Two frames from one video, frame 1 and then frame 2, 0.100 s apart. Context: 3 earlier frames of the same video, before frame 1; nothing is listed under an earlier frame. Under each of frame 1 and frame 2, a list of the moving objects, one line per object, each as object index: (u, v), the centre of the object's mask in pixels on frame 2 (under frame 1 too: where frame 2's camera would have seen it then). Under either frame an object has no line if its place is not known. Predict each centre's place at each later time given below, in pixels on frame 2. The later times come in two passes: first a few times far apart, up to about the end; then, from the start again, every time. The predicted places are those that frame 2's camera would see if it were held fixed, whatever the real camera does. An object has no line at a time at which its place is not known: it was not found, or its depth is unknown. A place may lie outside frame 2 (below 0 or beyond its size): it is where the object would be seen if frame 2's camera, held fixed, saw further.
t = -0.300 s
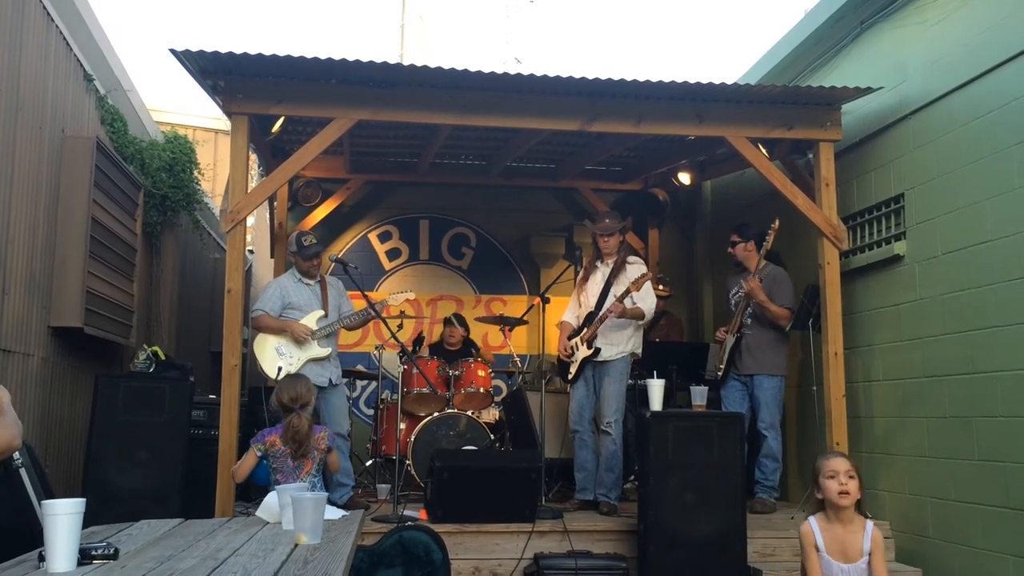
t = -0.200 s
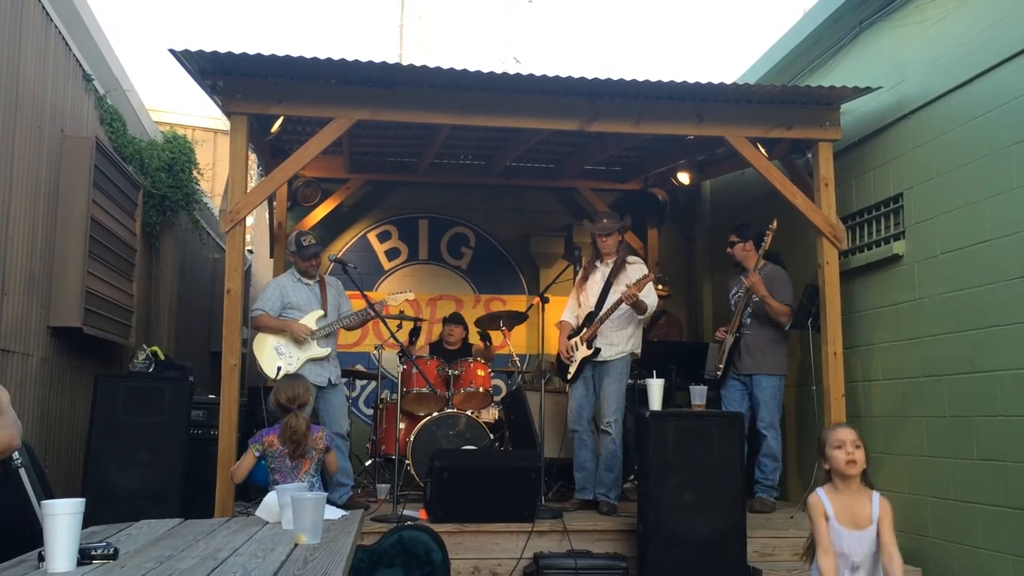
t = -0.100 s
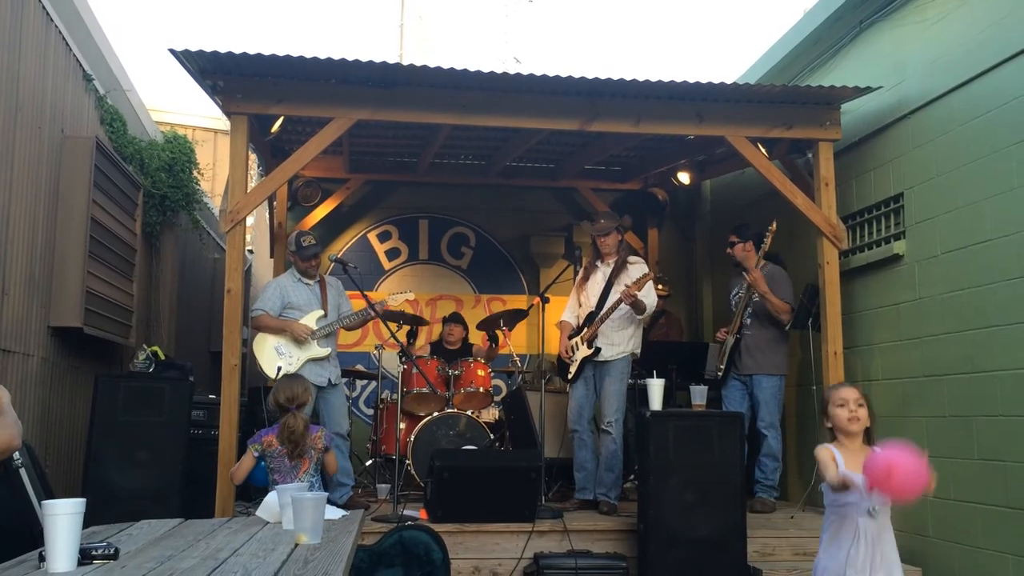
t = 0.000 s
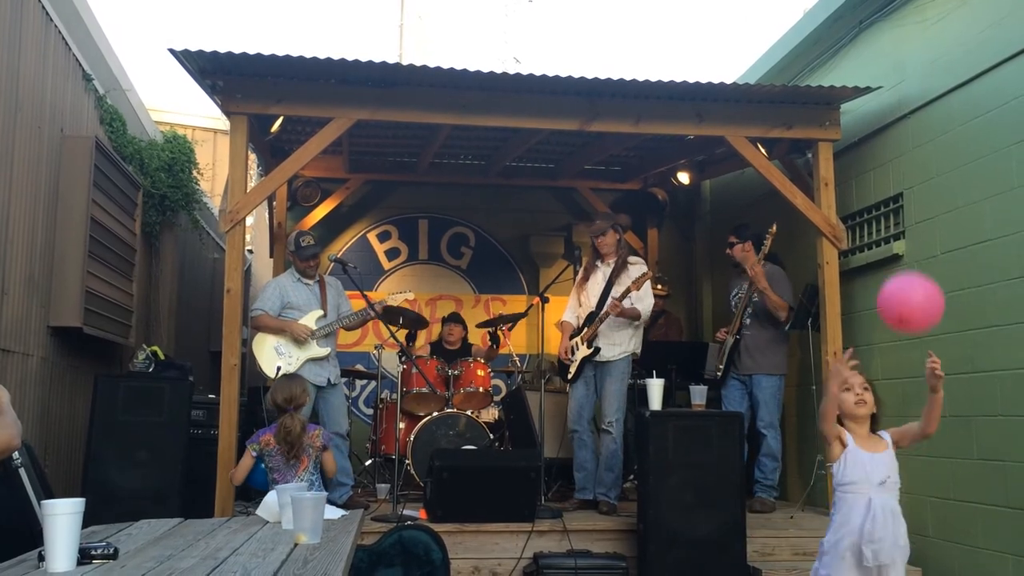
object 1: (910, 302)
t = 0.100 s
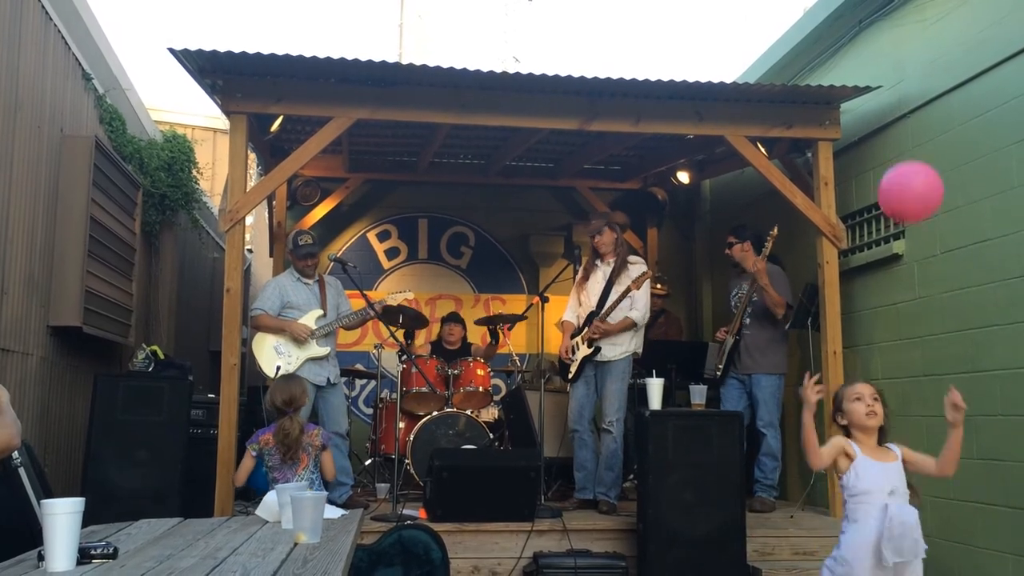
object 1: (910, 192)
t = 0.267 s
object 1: (907, 88)
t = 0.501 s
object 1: (906, 31)
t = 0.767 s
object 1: (899, 37)
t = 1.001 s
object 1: (891, 86)
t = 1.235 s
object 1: (873, 166)
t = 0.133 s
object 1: (910, 164)
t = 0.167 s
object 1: (909, 140)
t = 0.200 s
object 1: (908, 120)
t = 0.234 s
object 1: (908, 103)
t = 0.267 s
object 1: (907, 88)
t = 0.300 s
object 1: (906, 75)
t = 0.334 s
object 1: (906, 63)
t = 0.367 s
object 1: (906, 54)
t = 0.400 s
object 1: (906, 46)
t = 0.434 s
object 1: (906, 40)
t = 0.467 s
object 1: (907, 35)
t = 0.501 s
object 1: (906, 31)
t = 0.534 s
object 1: (906, 29)
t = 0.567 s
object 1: (906, 28)
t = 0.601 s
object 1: (905, 28)
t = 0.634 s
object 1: (904, 28)
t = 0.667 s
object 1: (903, 28)
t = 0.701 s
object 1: (902, 30)
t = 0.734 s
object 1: (901, 33)
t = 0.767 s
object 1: (899, 37)
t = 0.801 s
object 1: (898, 41)
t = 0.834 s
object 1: (897, 47)
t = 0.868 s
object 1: (896, 53)
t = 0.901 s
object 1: (895, 60)
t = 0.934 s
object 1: (893, 68)
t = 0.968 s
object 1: (892, 77)
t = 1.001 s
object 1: (891, 86)
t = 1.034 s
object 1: (889, 96)
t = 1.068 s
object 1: (886, 107)
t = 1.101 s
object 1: (884, 118)
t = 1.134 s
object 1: (882, 129)
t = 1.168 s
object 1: (879, 141)
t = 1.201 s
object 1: (876, 154)
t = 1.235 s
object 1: (873, 166)
